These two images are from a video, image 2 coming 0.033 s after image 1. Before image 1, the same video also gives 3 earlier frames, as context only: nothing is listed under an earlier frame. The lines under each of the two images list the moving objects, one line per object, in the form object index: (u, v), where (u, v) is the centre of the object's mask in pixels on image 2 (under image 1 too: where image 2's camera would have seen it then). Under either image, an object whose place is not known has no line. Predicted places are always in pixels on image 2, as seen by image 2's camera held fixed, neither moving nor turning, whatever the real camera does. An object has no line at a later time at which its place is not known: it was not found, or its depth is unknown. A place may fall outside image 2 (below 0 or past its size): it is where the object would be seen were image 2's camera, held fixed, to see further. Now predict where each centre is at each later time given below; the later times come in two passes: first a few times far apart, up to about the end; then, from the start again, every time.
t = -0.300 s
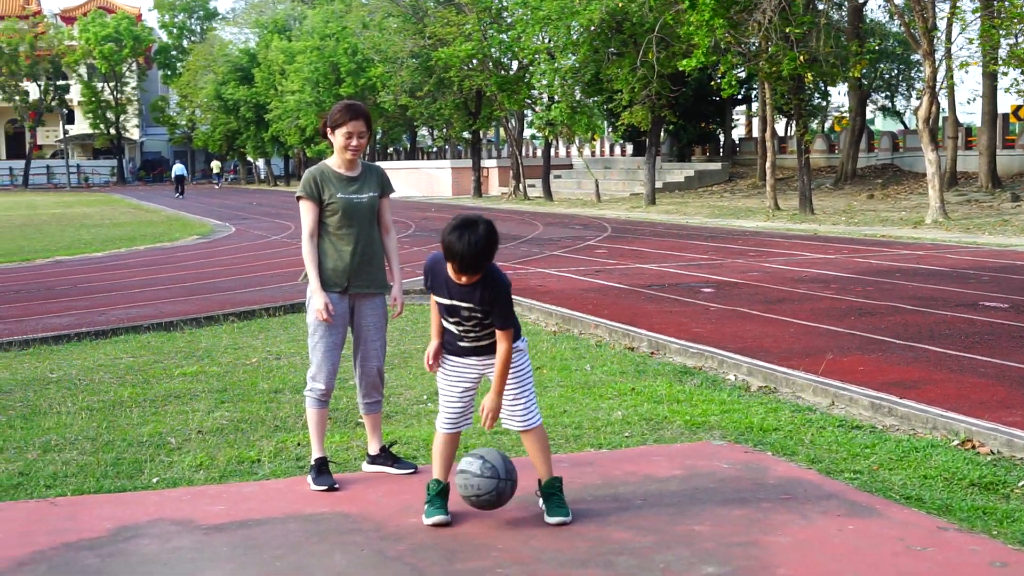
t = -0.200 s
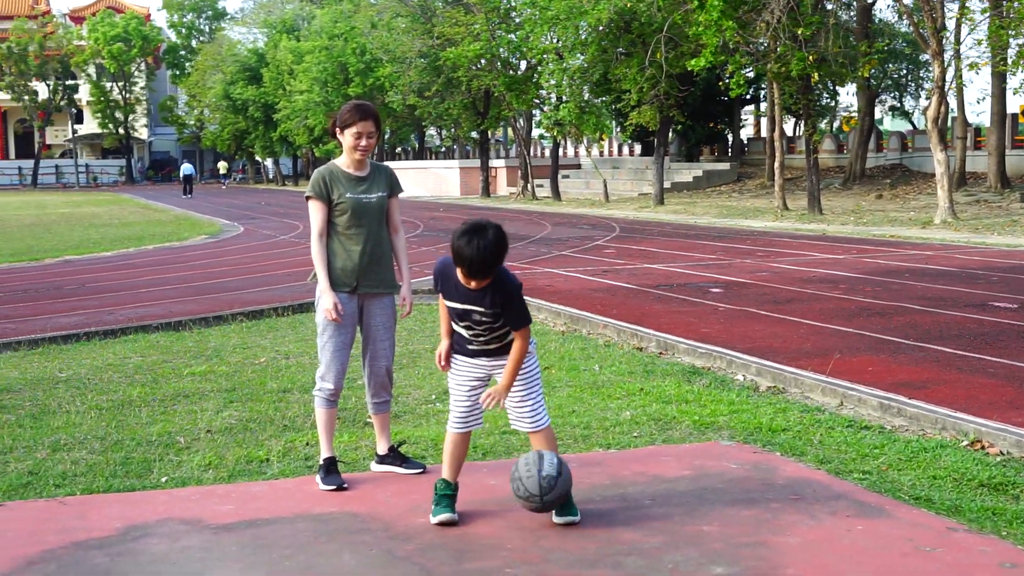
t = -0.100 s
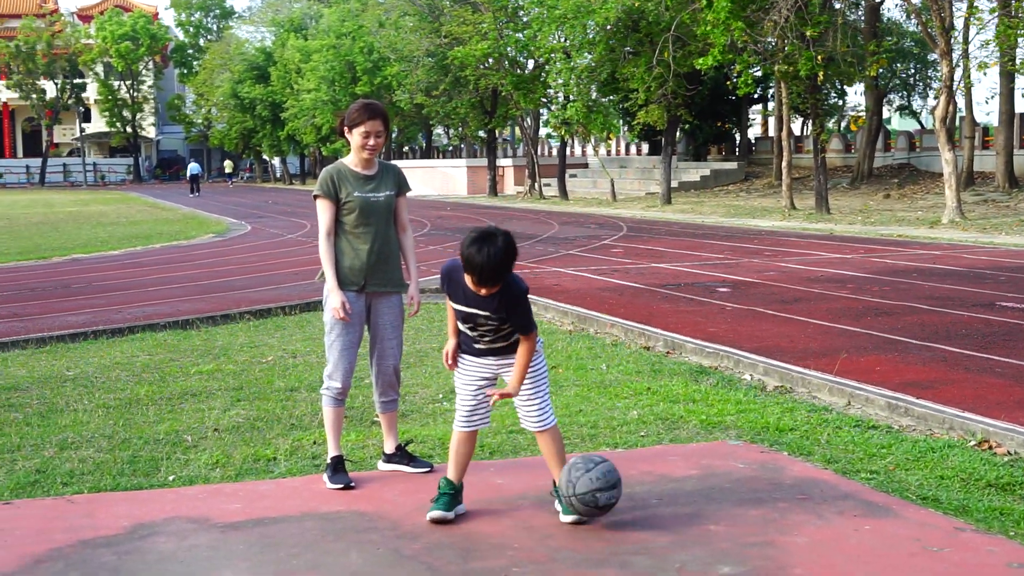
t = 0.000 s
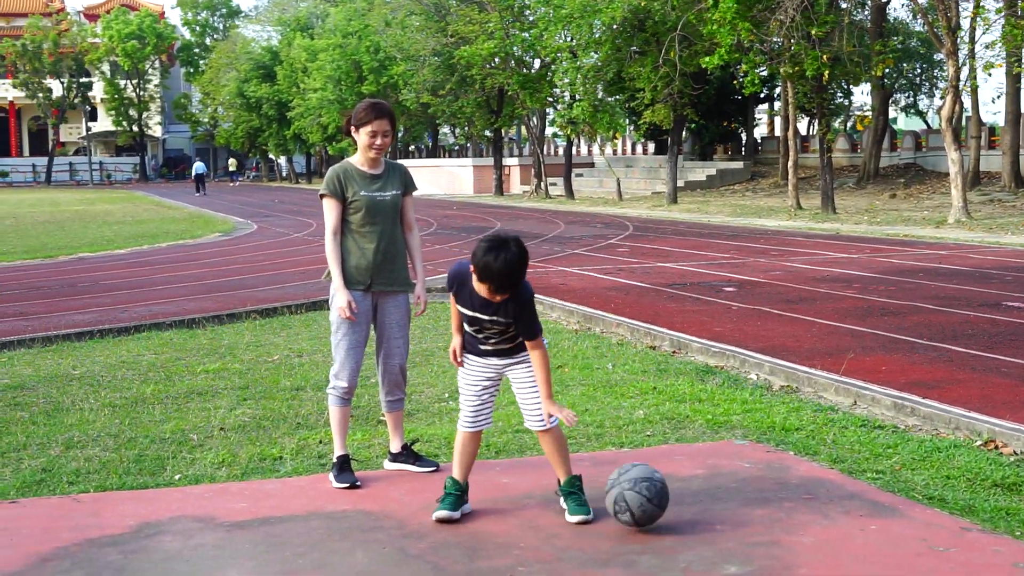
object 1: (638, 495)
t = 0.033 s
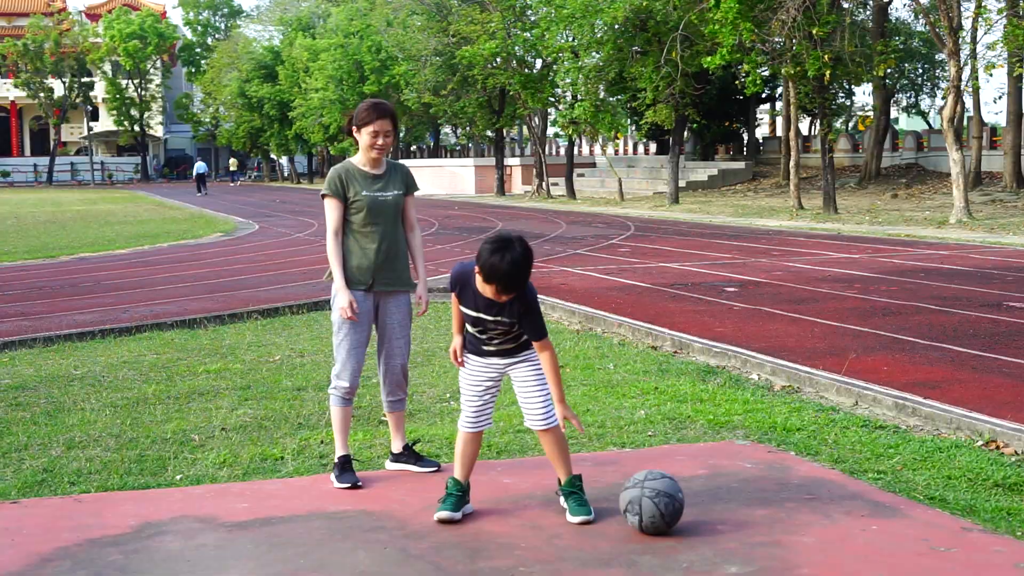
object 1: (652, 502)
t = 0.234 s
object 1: (740, 508)
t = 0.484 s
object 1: (848, 507)
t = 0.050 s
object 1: (659, 499)
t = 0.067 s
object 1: (666, 496)
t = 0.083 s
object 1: (673, 493)
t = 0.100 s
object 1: (680, 492)
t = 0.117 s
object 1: (688, 492)
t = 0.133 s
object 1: (695, 492)
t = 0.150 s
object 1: (702, 493)
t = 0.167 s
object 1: (709, 495)
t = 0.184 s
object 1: (717, 497)
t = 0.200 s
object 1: (725, 501)
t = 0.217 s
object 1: (732, 506)
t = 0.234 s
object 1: (740, 508)
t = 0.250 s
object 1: (747, 504)
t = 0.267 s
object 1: (754, 501)
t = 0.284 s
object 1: (761, 499)
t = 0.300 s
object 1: (768, 497)
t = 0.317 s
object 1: (775, 497)
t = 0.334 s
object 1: (782, 497)
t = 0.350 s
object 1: (790, 498)
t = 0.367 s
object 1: (797, 499)
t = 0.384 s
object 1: (804, 502)
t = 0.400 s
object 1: (811, 505)
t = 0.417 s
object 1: (819, 509)
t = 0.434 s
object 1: (826, 513)
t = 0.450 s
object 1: (833, 511)
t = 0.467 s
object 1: (841, 508)
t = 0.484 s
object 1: (848, 507)
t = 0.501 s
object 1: (856, 505)
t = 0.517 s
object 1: (864, 505)
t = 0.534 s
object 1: (871, 505)
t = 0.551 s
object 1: (880, 506)
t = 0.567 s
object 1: (887, 509)
